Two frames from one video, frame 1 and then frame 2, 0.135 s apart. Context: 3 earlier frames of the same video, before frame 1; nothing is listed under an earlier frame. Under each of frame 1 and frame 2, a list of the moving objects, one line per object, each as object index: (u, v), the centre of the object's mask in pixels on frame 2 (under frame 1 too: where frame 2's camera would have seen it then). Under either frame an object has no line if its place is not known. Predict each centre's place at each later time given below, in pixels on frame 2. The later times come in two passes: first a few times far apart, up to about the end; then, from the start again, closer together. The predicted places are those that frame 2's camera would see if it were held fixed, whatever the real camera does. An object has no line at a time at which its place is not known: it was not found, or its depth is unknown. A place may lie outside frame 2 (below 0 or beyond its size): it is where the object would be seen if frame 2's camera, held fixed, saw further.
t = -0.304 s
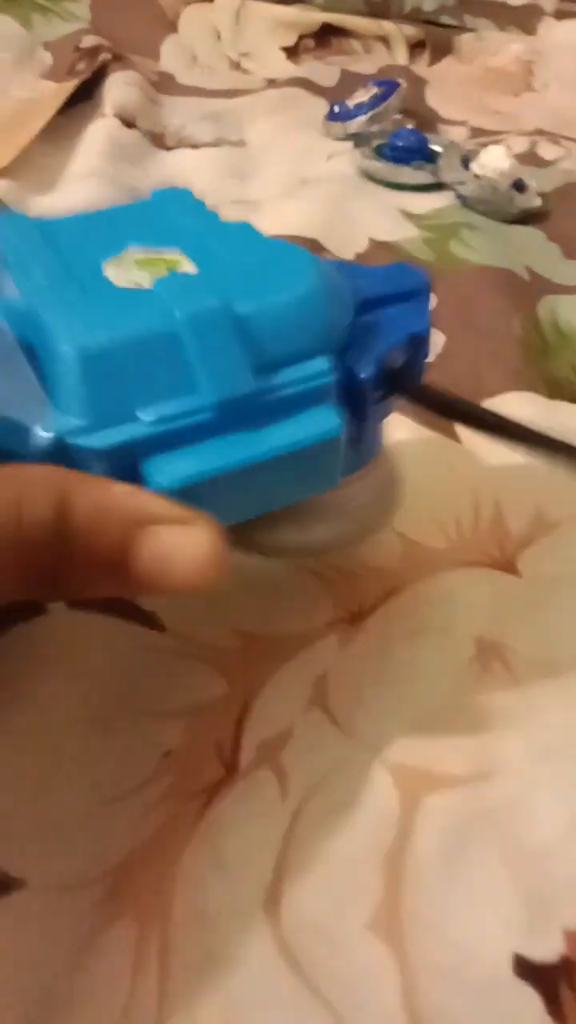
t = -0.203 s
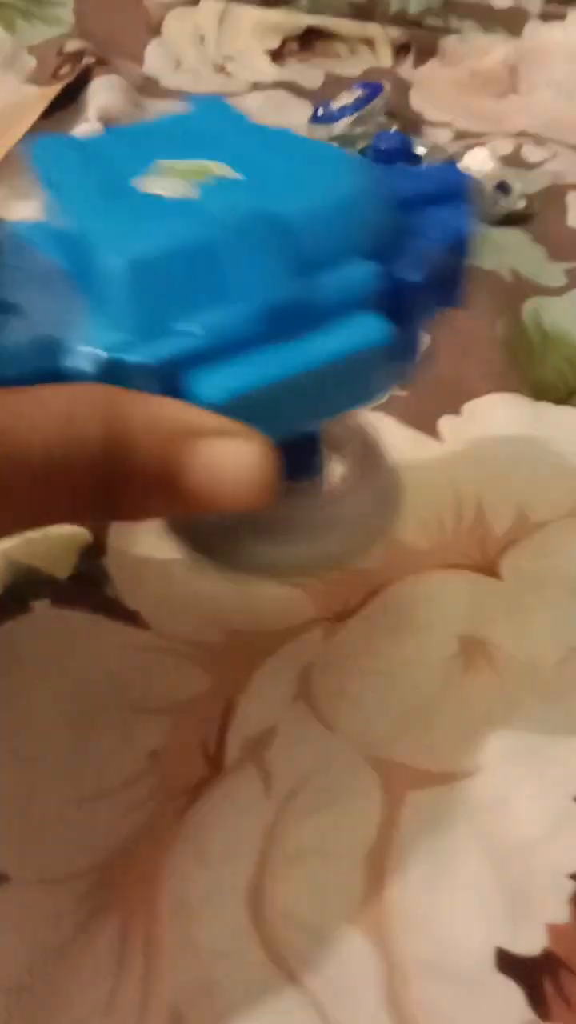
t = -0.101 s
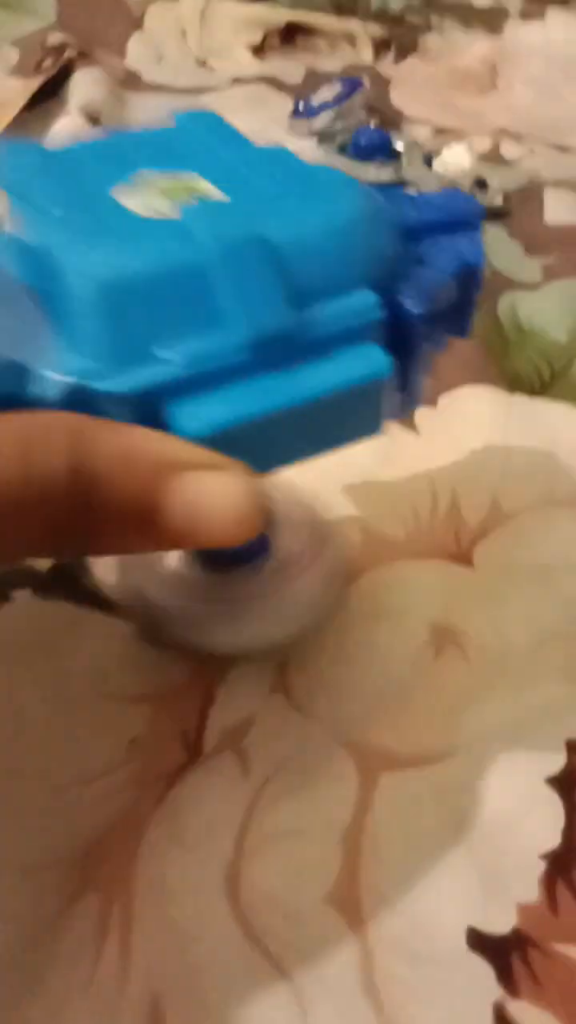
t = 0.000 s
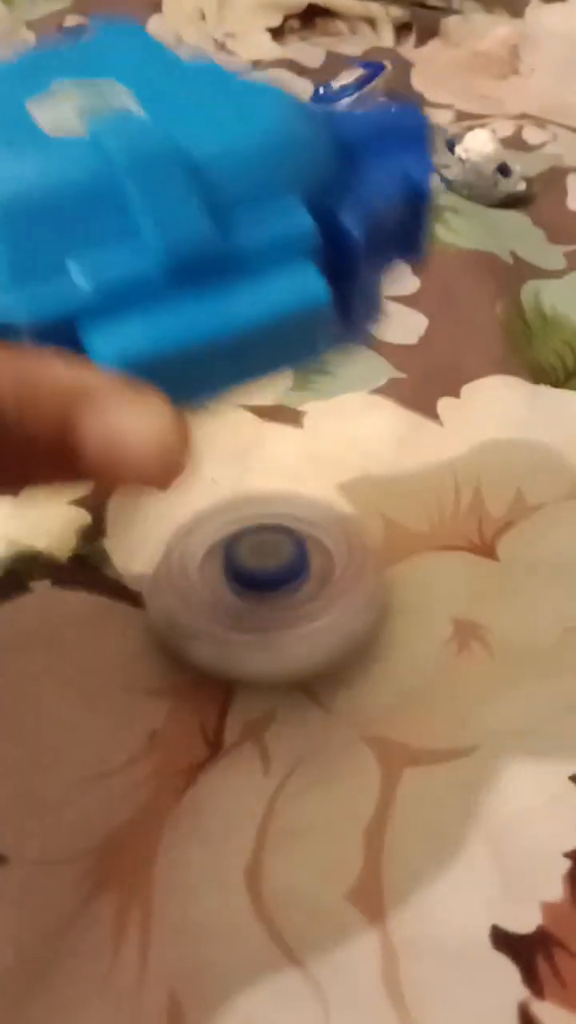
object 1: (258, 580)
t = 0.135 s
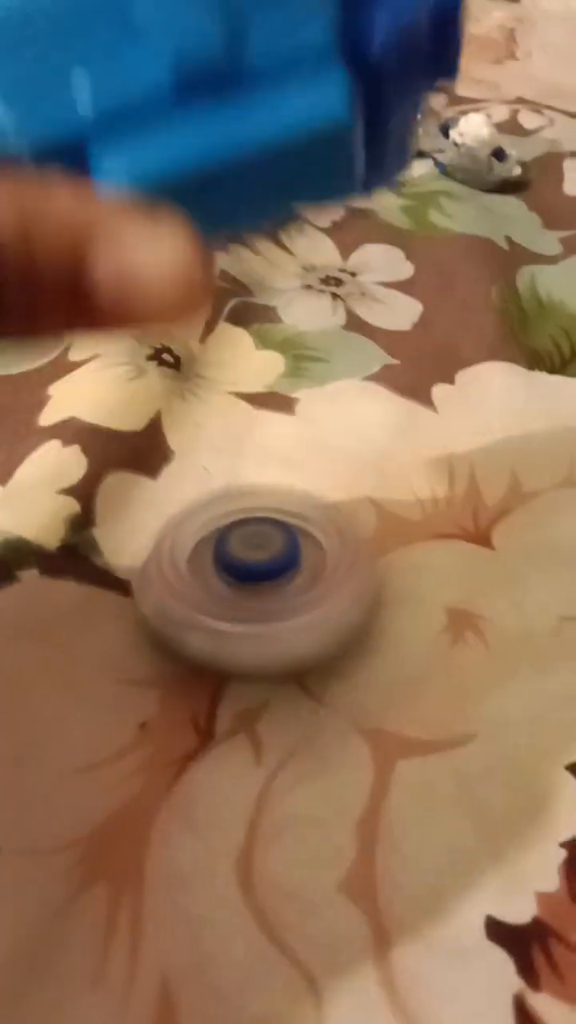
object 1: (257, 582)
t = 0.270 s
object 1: (256, 588)
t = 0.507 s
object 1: (251, 592)
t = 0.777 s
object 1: (250, 593)
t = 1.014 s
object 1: (247, 594)
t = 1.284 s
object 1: (247, 596)
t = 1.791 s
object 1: (251, 594)
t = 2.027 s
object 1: (253, 589)
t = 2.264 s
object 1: (252, 591)
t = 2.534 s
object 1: (249, 590)
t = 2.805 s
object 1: (247, 589)
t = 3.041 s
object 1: (247, 589)
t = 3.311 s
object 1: (249, 586)
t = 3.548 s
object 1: (249, 589)
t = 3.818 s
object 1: (250, 588)
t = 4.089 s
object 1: (252, 590)
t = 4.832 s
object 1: (247, 590)
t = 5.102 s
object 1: (248, 589)
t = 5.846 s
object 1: (250, 588)
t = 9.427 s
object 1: (250, 589)
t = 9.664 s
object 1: (250, 590)
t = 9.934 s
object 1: (250, 588)
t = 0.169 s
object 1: (254, 588)
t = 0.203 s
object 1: (256, 588)
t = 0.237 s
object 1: (257, 589)
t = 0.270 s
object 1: (256, 588)
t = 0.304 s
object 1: (253, 589)
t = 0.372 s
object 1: (251, 589)
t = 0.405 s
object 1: (253, 590)
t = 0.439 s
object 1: (254, 591)
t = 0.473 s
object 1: (252, 590)
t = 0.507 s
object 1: (251, 592)
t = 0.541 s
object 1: (250, 592)
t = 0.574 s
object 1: (249, 600)
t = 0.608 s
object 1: (250, 594)
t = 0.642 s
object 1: (249, 592)
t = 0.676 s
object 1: (249, 593)
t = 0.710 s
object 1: (250, 593)
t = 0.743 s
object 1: (250, 593)
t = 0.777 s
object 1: (250, 593)
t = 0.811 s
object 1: (250, 593)
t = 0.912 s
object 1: (248, 593)
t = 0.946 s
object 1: (248, 593)
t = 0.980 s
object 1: (248, 593)
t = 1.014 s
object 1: (247, 594)
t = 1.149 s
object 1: (247, 594)
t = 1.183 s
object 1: (247, 594)
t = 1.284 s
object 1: (247, 596)
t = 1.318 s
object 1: (248, 596)
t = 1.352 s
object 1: (248, 597)
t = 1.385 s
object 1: (248, 597)
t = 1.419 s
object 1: (248, 597)
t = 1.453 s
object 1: (248, 598)
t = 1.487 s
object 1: (248, 598)
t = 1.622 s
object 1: (248, 596)
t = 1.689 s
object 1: (248, 595)
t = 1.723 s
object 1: (249, 595)
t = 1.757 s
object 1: (250, 591)
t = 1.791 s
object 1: (251, 594)
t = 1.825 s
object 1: (251, 594)
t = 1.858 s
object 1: (251, 594)
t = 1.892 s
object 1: (251, 593)
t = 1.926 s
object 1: (251, 593)
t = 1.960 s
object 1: (252, 593)
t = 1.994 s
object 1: (252, 593)
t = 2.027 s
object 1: (253, 589)
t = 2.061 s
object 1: (253, 588)
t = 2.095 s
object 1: (253, 591)
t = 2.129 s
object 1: (253, 591)
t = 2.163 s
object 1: (253, 591)
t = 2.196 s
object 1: (253, 587)
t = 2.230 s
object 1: (253, 591)
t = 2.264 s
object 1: (252, 591)
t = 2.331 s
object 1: (251, 587)
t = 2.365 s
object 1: (250, 587)
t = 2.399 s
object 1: (250, 587)
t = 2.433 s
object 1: (250, 590)
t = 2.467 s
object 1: (250, 587)
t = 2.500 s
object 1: (249, 591)
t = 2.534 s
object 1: (249, 590)
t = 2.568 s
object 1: (249, 590)
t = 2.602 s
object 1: (249, 589)
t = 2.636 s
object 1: (248, 589)
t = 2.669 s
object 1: (248, 589)
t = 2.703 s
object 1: (248, 589)
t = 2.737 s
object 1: (248, 589)
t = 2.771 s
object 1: (248, 589)
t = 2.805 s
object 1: (247, 589)
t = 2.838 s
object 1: (246, 589)
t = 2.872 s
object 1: (247, 589)
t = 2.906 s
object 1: (248, 589)
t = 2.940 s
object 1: (247, 589)
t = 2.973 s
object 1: (247, 589)
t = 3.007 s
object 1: (247, 589)
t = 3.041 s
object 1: (247, 589)
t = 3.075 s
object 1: (247, 590)
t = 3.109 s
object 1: (247, 589)
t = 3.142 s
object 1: (248, 589)
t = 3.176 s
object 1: (248, 589)
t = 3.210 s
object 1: (249, 586)
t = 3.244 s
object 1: (249, 589)
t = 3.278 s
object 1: (250, 586)
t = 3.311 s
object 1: (249, 586)
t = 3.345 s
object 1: (249, 586)
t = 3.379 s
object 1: (250, 586)
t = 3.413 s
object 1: (249, 586)
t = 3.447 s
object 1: (249, 589)
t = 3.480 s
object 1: (249, 589)
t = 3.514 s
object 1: (249, 589)
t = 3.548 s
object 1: (249, 589)
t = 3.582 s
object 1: (249, 589)
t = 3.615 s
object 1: (249, 589)
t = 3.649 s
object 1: (250, 589)
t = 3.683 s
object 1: (250, 589)
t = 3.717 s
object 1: (250, 589)
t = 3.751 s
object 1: (250, 588)
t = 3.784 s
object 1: (250, 588)
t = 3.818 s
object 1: (250, 588)
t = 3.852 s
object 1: (250, 588)
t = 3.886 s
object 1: (250, 589)
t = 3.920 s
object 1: (250, 589)
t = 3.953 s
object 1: (250, 589)
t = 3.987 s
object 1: (251, 590)
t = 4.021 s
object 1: (251, 590)
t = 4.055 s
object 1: (251, 590)
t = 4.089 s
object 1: (252, 590)
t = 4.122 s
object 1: (251, 589)
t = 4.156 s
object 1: (252, 590)
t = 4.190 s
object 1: (250, 590)
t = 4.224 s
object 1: (251, 590)
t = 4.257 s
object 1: (250, 590)
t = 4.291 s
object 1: (251, 591)
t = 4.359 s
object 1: (251, 590)
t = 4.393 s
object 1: (251, 590)
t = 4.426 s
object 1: (251, 591)
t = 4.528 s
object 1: (251, 586)
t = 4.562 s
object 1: (250, 590)
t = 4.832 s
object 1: (247, 590)
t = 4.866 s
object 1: (248, 590)
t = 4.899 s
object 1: (249, 590)
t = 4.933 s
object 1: (248, 590)
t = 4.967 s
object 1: (248, 590)
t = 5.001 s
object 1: (248, 590)
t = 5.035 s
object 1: (248, 589)
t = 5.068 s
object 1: (247, 590)
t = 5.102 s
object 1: (248, 589)
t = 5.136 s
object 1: (248, 589)
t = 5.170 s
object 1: (248, 590)
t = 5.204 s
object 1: (248, 589)
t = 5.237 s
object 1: (248, 589)
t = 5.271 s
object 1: (249, 589)
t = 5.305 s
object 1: (249, 589)
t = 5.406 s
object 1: (249, 588)
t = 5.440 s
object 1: (249, 589)
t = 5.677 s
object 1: (250, 588)
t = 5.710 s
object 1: (250, 588)
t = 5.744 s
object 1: (249, 589)
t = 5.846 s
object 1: (250, 588)
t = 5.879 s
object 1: (251, 589)
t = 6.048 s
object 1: (251, 589)
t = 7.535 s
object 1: (249, 588)
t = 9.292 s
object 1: (248, 589)
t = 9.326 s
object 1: (249, 589)
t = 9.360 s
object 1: (250, 588)
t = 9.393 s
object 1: (251, 589)
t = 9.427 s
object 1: (250, 589)
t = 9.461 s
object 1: (250, 589)
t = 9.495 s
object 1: (250, 589)
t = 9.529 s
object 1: (250, 588)
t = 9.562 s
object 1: (250, 588)
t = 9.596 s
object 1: (249, 590)
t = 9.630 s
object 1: (250, 585)
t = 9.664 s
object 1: (250, 590)
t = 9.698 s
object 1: (251, 589)
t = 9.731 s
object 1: (251, 583)
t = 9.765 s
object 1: (250, 589)
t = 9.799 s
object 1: (249, 589)
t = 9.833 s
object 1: (250, 590)
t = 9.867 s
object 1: (250, 590)
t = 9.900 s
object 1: (250, 589)
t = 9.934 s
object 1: (250, 588)
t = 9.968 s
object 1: (249, 588)
